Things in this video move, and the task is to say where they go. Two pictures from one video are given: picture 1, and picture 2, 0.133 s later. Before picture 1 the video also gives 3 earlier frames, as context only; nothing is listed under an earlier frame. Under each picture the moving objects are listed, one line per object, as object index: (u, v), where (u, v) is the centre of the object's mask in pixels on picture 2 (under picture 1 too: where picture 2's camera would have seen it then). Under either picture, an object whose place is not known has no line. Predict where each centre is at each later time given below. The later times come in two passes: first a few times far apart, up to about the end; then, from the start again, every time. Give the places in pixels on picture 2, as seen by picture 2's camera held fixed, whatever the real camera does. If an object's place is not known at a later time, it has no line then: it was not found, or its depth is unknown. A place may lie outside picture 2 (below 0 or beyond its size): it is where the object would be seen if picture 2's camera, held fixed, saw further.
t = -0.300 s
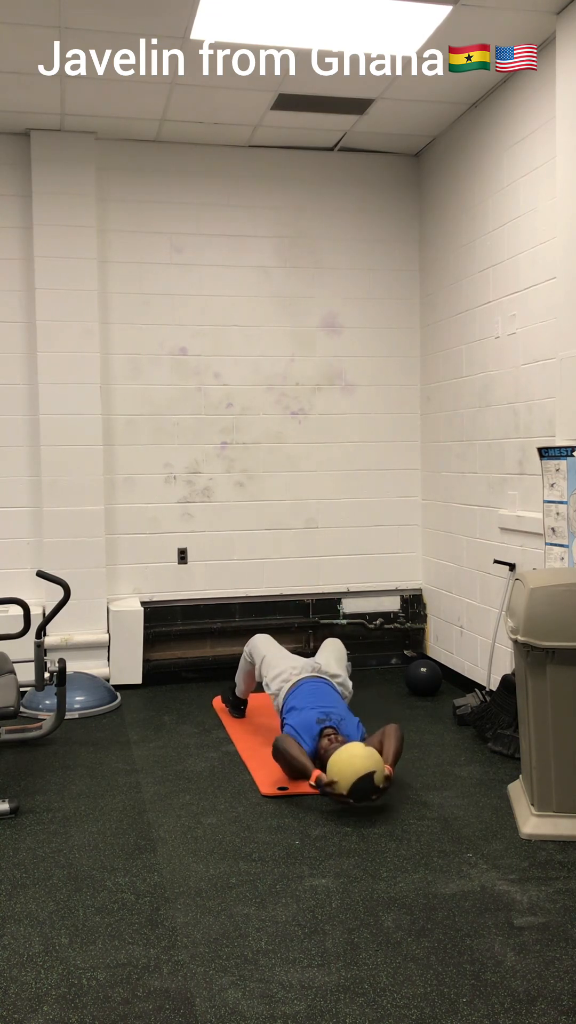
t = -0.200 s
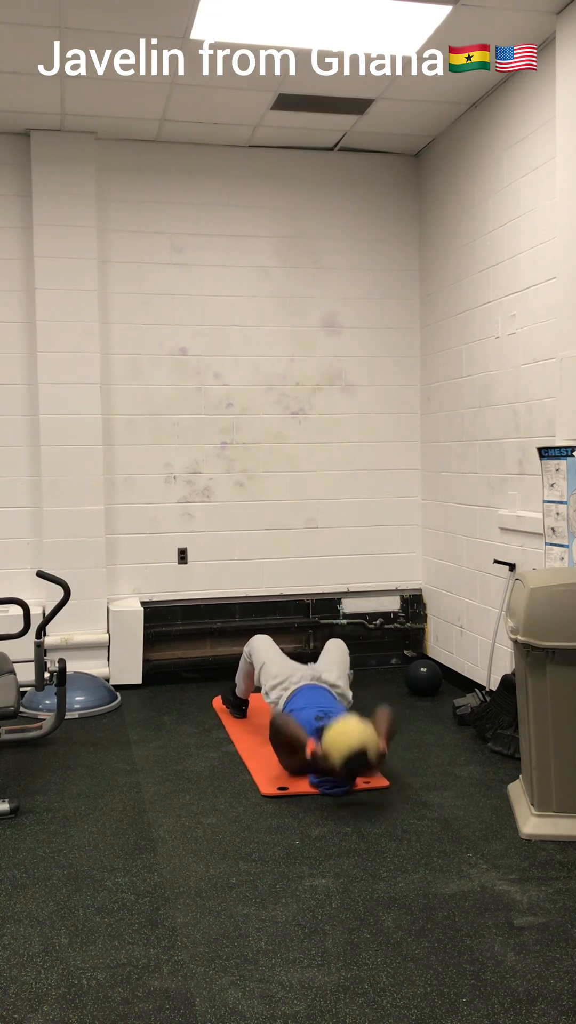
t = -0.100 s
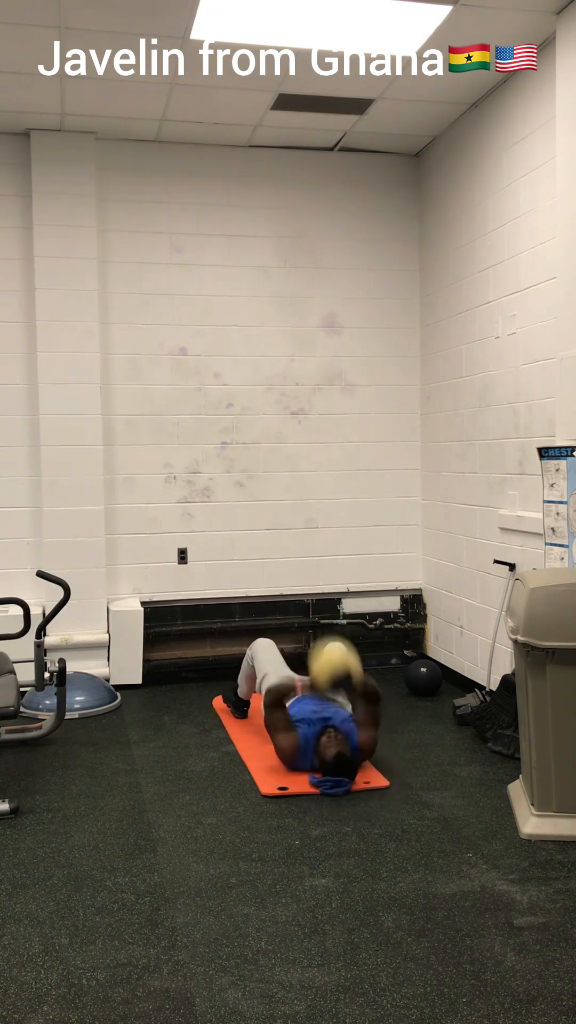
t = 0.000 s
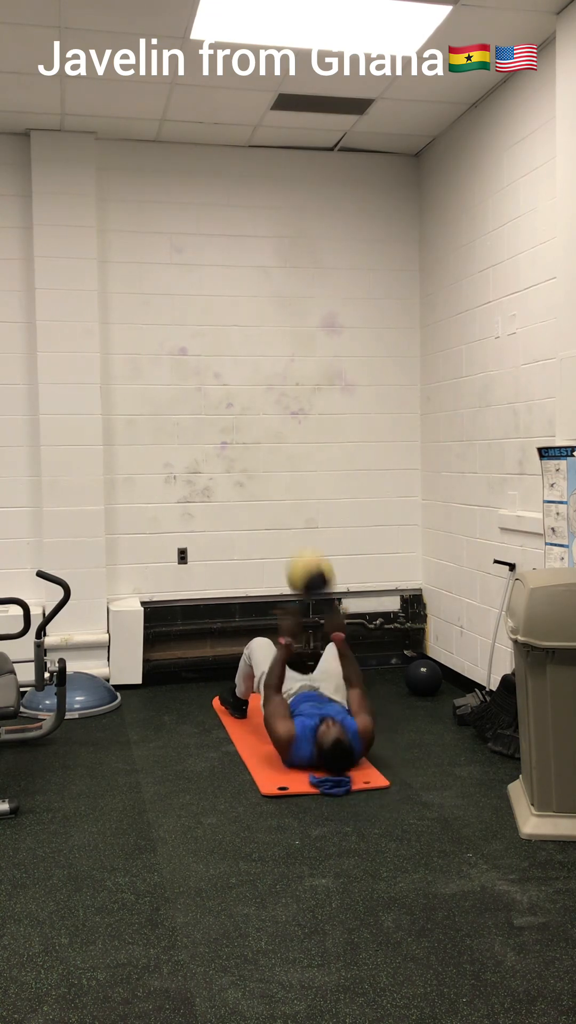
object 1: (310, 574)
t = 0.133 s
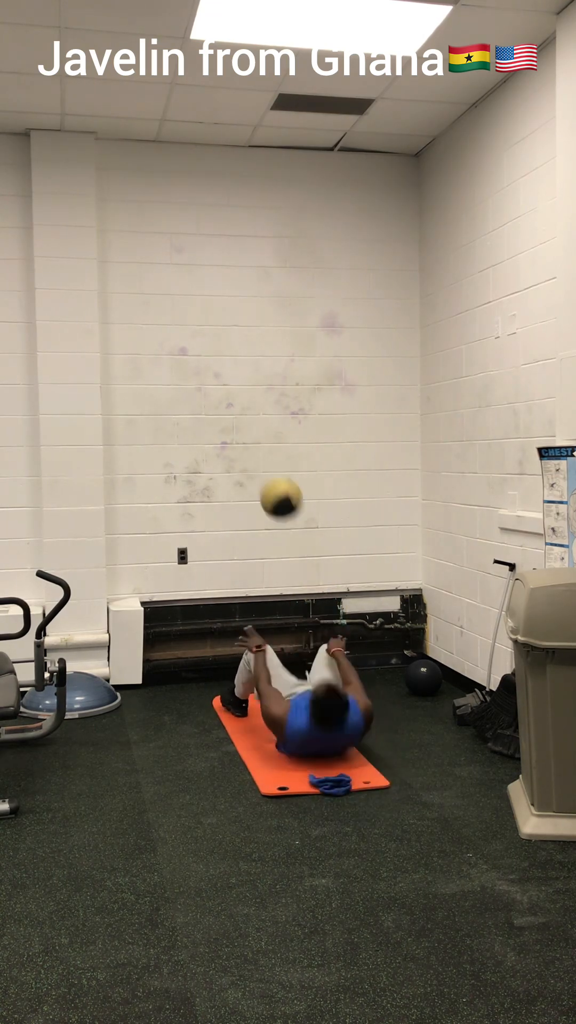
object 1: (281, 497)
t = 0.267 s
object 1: (259, 464)
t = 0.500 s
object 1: (280, 481)
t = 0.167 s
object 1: (275, 485)
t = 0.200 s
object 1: (269, 476)
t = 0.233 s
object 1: (264, 469)
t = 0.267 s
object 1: (259, 464)
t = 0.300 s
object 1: (254, 461)
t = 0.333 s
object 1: (255, 460)
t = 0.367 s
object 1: (260, 461)
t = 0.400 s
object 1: (264, 463)
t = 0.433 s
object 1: (269, 467)
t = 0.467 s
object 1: (275, 473)
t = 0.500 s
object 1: (280, 481)
